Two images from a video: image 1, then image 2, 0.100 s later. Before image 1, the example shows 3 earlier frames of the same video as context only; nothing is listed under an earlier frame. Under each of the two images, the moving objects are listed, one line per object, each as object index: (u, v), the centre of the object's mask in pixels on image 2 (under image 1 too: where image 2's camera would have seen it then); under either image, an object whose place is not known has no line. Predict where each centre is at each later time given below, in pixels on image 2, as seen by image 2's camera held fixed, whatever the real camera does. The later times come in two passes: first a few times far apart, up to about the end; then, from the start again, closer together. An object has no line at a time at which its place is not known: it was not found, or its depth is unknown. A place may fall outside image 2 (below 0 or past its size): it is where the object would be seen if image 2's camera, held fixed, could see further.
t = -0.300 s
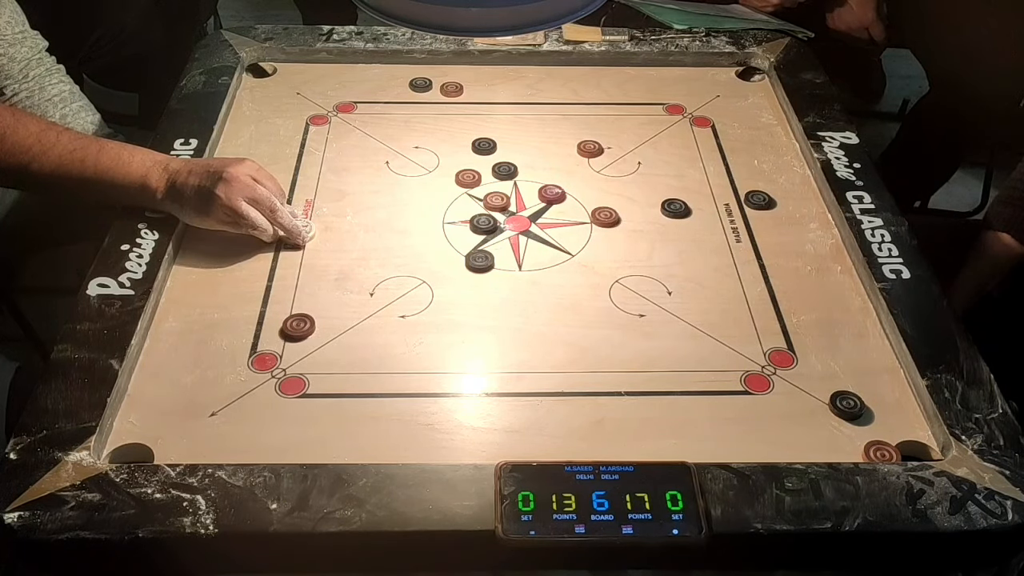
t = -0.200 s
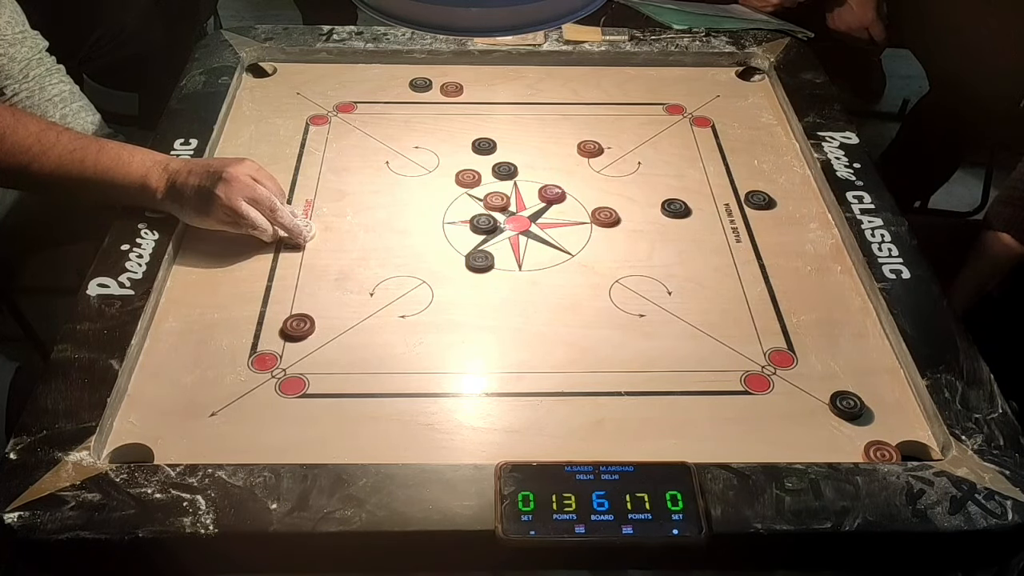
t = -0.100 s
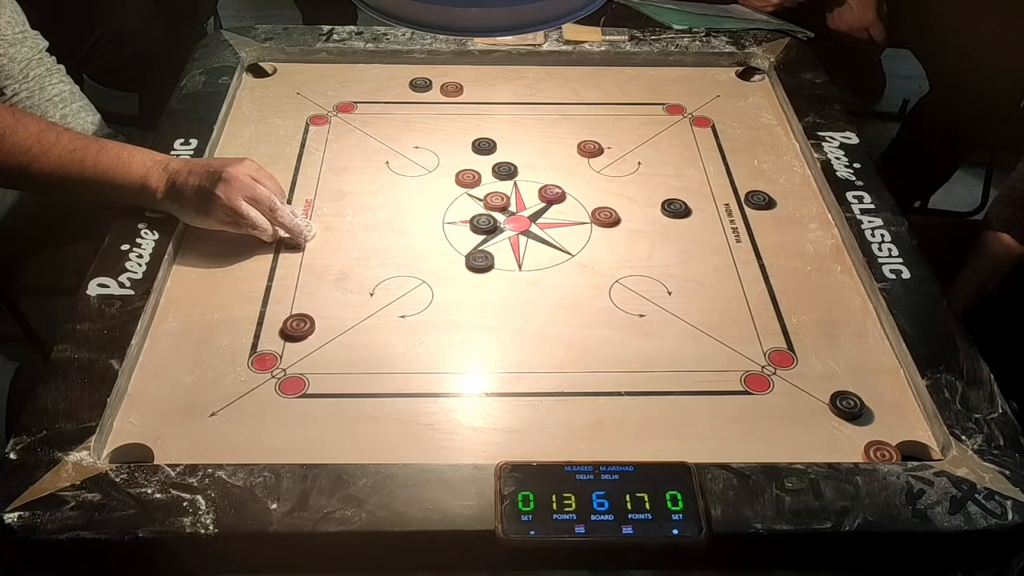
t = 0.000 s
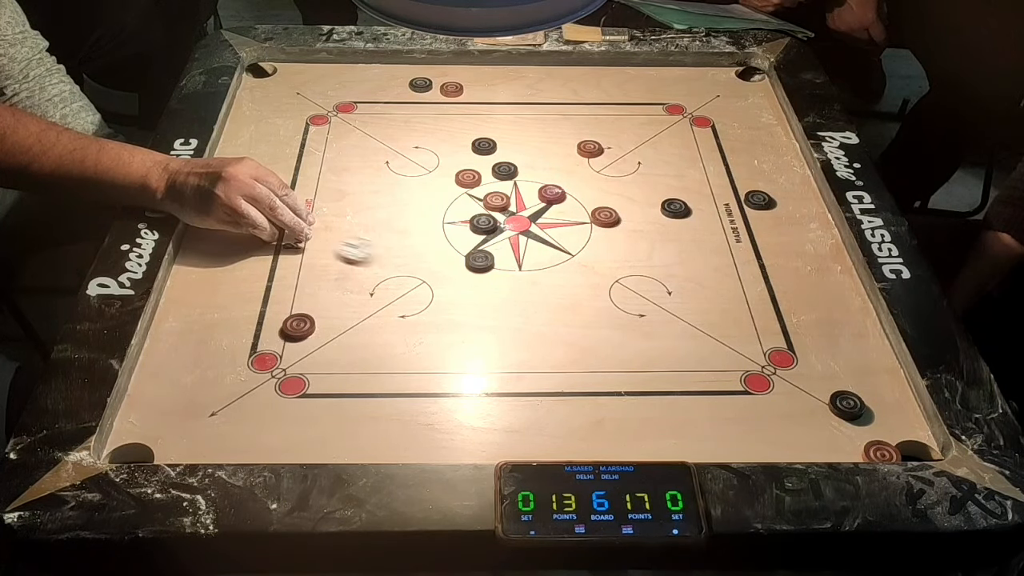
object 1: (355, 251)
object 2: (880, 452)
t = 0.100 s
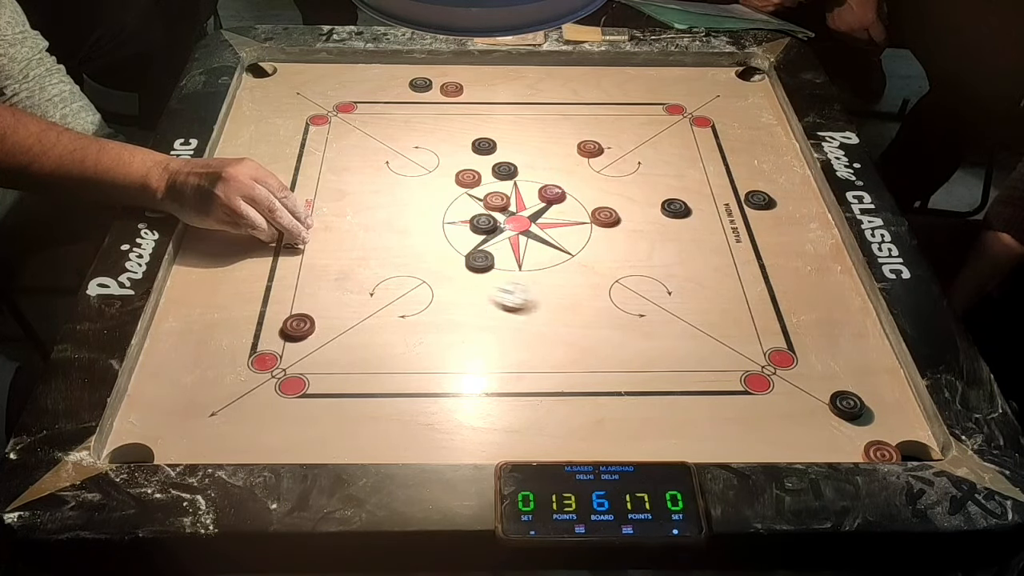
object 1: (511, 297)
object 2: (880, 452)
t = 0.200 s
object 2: (880, 452)
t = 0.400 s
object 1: (849, 391)
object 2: (794, 451)
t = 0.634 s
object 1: (736, 392)
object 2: (670, 438)
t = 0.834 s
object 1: (699, 392)
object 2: (651, 436)
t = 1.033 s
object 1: (698, 391)
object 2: (651, 436)
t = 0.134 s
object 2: (880, 452)
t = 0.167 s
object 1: (617, 328)
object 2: (880, 452)
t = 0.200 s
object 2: (880, 452)
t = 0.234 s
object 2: (880, 452)
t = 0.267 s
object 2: (880, 452)
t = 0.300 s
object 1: (860, 388)
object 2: (880, 452)
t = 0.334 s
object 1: (889, 391)
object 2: (849, 455)
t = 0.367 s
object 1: (872, 392)
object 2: (820, 453)
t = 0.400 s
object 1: (849, 391)
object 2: (794, 451)
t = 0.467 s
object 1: (809, 392)
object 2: (747, 447)
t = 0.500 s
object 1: (790, 391)
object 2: (727, 445)
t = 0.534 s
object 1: (774, 391)
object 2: (709, 443)
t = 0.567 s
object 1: (760, 391)
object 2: (694, 441)
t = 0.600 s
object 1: (748, 391)
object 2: (681, 439)
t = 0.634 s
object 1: (736, 392)
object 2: (670, 438)
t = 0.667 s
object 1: (726, 392)
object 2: (662, 437)
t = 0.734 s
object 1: (711, 391)
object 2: (652, 436)
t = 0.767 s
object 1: (706, 392)
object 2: (651, 436)
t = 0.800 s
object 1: (702, 392)
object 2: (651, 436)
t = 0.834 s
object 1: (699, 392)
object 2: (651, 436)
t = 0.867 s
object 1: (698, 391)
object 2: (651, 436)
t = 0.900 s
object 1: (698, 392)
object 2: (651, 436)
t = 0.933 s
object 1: (698, 391)
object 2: (651, 436)
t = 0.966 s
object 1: (698, 391)
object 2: (651, 436)
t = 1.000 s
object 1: (698, 391)
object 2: (651, 436)
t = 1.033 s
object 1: (698, 391)
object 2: (651, 436)
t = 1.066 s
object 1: (698, 391)
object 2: (651, 436)
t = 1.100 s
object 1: (698, 391)
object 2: (651, 436)
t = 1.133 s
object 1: (698, 391)
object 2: (651, 436)
